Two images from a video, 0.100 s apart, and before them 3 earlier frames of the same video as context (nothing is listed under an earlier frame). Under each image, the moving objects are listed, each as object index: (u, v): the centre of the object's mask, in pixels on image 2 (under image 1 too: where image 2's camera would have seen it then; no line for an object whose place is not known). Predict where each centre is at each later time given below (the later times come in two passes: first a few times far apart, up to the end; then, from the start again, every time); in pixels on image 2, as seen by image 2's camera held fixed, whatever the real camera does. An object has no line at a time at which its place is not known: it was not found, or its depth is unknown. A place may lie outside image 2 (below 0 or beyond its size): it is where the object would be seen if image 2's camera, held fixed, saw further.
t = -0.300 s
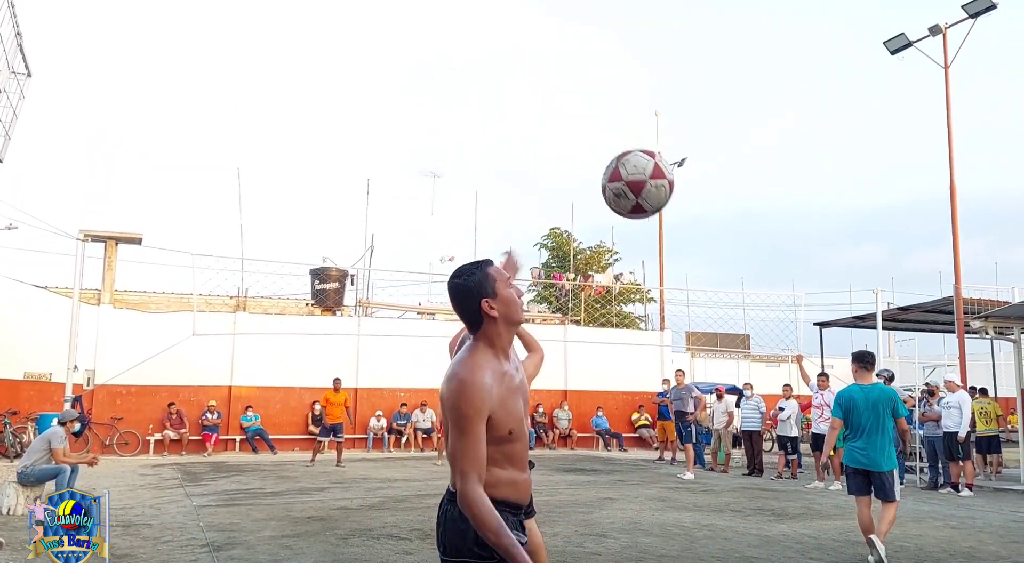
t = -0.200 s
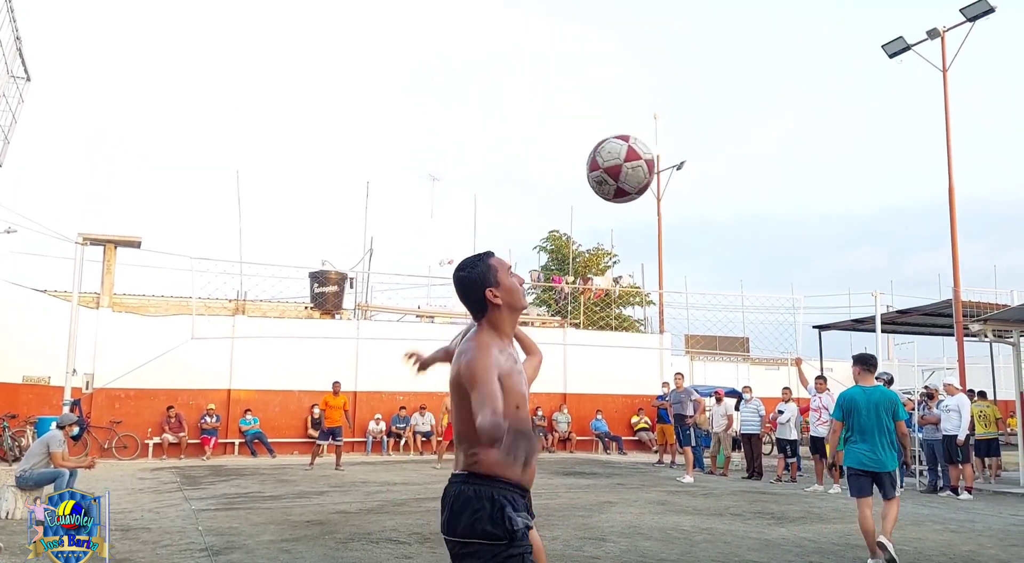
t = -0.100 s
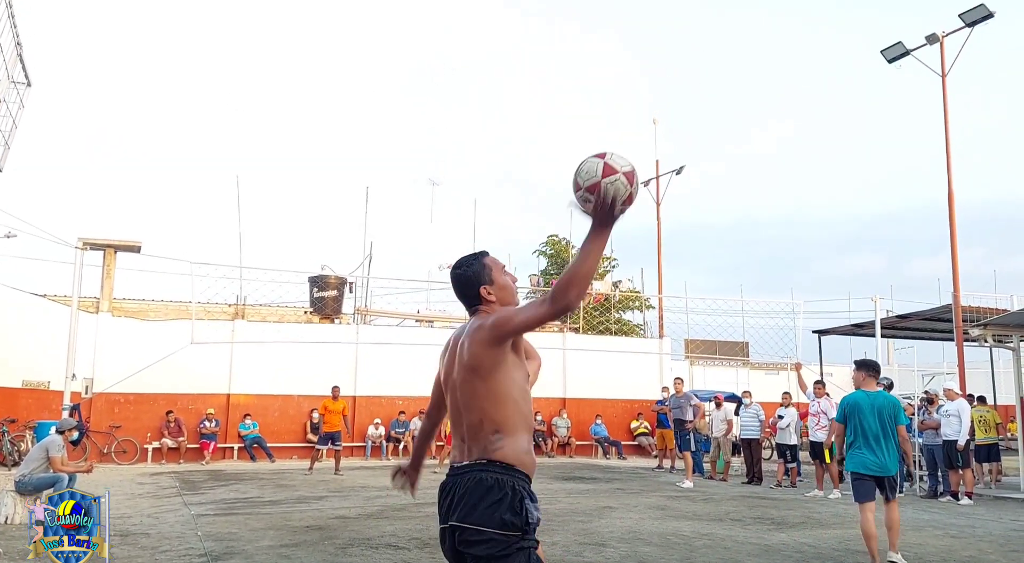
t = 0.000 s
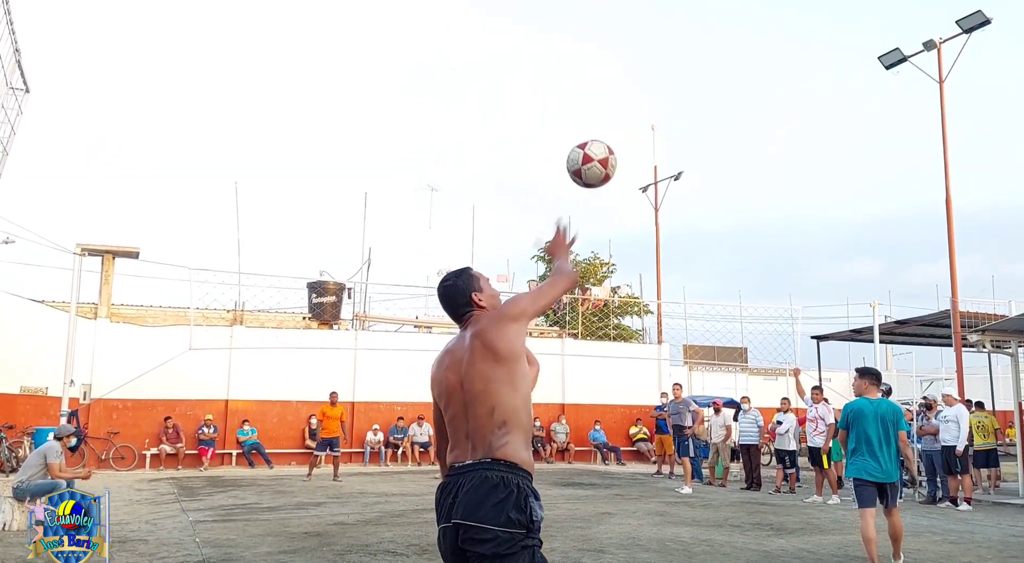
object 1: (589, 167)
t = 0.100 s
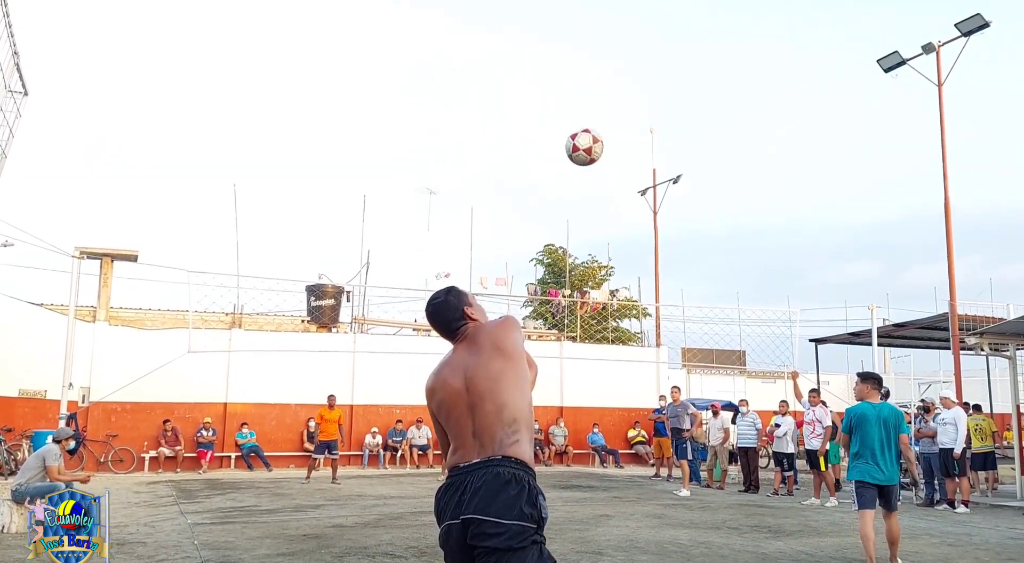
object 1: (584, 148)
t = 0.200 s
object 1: (581, 148)
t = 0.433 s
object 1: (581, 185)
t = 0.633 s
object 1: (584, 235)
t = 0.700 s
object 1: (585, 253)
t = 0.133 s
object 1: (583, 146)
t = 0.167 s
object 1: (582, 146)
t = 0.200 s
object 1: (581, 148)
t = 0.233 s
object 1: (581, 151)
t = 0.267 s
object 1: (581, 155)
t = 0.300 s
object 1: (580, 160)
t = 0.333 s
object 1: (580, 166)
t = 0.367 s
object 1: (580, 172)
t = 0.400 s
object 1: (580, 178)
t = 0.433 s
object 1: (581, 185)
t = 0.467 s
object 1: (581, 193)
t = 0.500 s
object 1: (581, 201)
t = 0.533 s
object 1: (582, 209)
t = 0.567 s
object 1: (583, 217)
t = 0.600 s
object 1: (583, 226)
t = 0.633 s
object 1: (584, 235)
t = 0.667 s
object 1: (584, 243)
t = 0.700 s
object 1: (585, 253)
